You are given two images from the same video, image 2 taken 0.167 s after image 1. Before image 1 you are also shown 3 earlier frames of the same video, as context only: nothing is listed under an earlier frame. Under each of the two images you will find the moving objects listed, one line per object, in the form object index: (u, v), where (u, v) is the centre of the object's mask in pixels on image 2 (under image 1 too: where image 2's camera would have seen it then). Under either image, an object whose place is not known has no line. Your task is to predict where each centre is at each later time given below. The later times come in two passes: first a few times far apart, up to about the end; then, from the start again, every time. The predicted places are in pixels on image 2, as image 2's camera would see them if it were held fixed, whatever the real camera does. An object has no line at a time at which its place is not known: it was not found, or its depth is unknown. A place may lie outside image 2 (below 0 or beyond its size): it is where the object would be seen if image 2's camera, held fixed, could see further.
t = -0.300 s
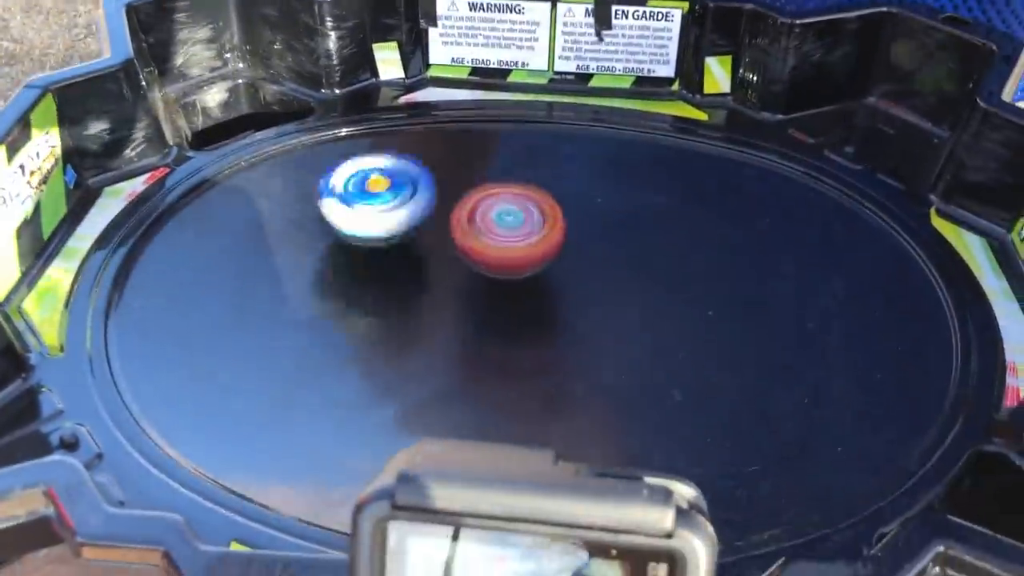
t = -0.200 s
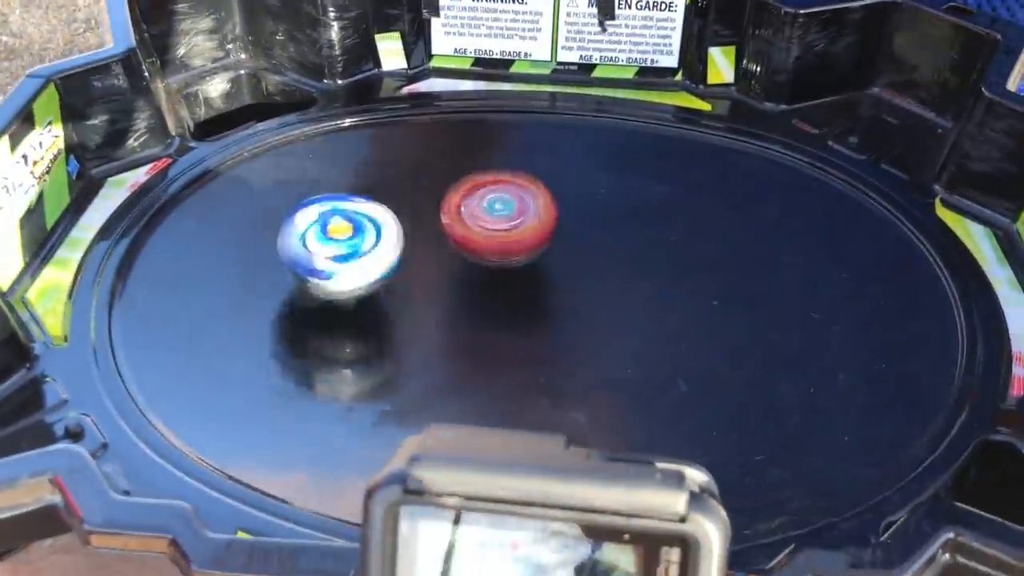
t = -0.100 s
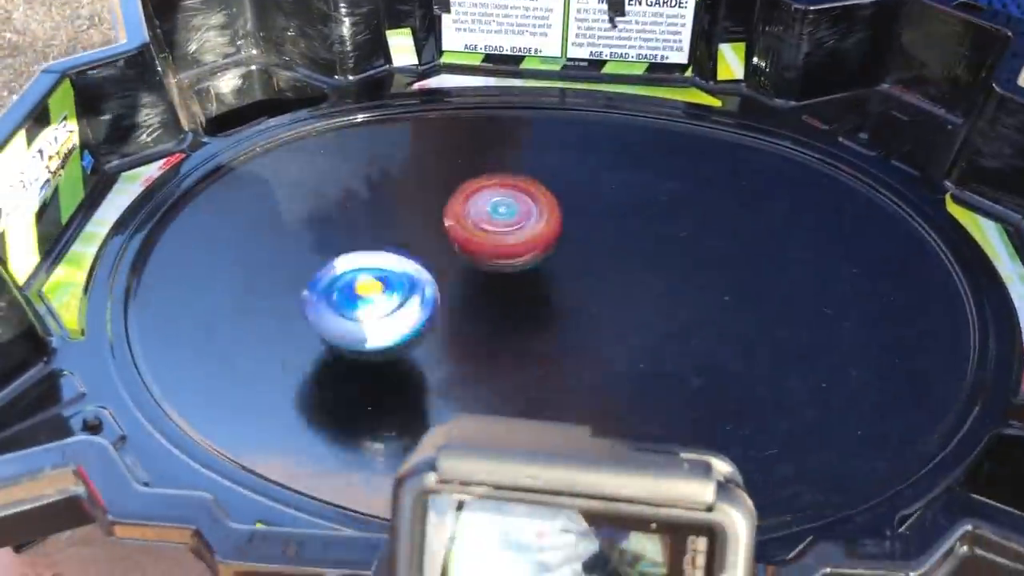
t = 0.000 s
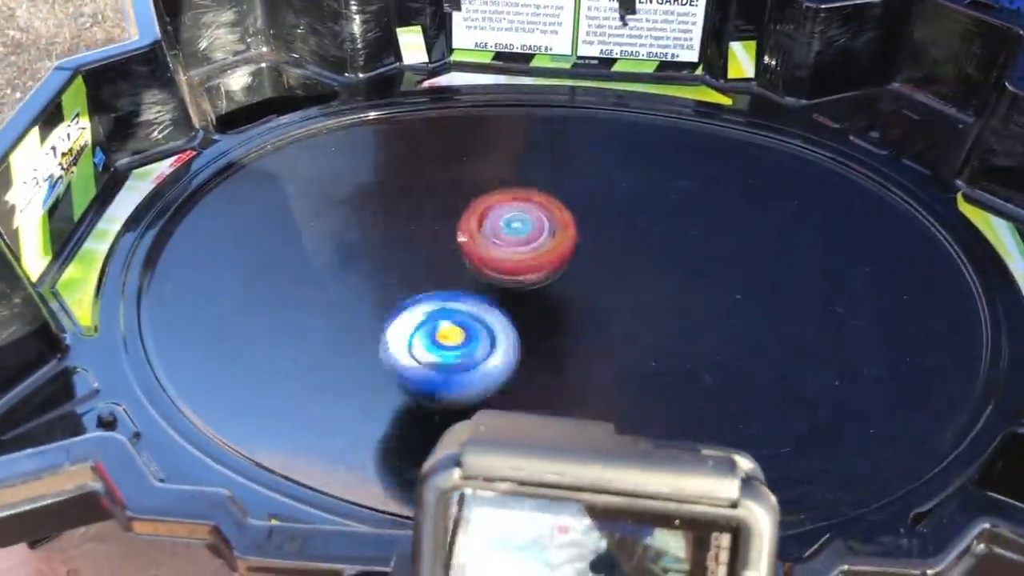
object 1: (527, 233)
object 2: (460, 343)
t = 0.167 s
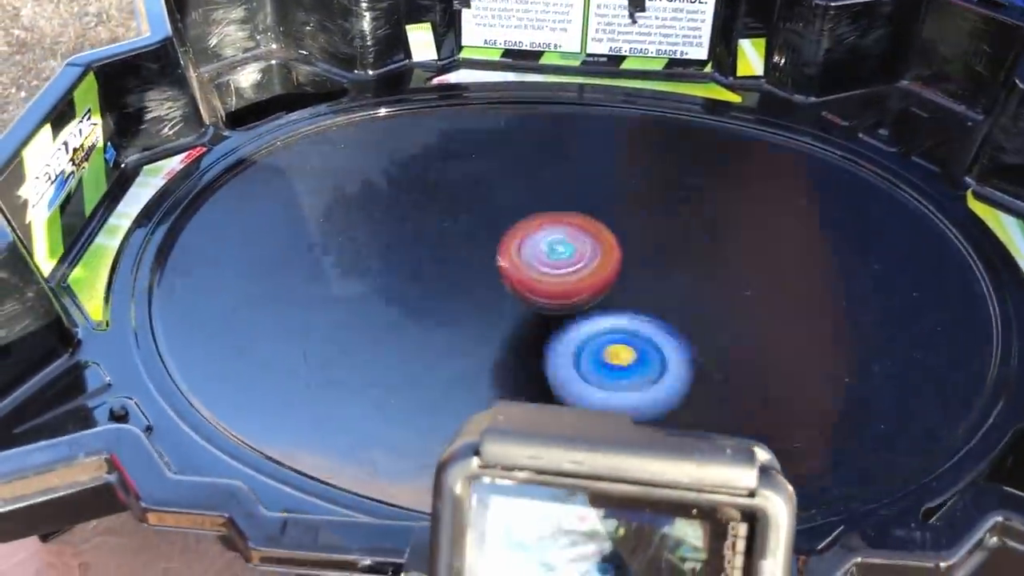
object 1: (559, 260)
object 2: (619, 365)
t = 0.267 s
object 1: (585, 276)
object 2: (708, 350)
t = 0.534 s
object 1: (662, 288)
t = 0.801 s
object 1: (639, 249)
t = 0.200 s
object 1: (568, 265)
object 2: (651, 364)
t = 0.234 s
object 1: (576, 271)
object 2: (681, 359)
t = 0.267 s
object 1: (585, 276)
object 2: (708, 350)
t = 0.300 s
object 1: (593, 281)
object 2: (735, 337)
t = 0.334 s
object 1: (602, 286)
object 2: (754, 323)
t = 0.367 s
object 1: (611, 290)
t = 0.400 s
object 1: (622, 292)
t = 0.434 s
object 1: (634, 293)
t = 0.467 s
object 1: (644, 293)
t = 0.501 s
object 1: (653, 291)
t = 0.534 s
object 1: (662, 288)
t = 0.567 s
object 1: (667, 285)
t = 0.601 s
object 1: (671, 280)
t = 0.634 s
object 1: (672, 274)
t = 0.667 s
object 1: (669, 269)
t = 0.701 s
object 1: (665, 263)
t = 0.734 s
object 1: (658, 257)
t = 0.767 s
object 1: (649, 252)
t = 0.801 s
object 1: (639, 249)
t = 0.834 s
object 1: (628, 245)
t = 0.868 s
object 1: (616, 243)
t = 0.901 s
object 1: (604, 241)
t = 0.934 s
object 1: (593, 240)
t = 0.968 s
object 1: (582, 239)
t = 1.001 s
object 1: (571, 239)
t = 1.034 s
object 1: (560, 238)
